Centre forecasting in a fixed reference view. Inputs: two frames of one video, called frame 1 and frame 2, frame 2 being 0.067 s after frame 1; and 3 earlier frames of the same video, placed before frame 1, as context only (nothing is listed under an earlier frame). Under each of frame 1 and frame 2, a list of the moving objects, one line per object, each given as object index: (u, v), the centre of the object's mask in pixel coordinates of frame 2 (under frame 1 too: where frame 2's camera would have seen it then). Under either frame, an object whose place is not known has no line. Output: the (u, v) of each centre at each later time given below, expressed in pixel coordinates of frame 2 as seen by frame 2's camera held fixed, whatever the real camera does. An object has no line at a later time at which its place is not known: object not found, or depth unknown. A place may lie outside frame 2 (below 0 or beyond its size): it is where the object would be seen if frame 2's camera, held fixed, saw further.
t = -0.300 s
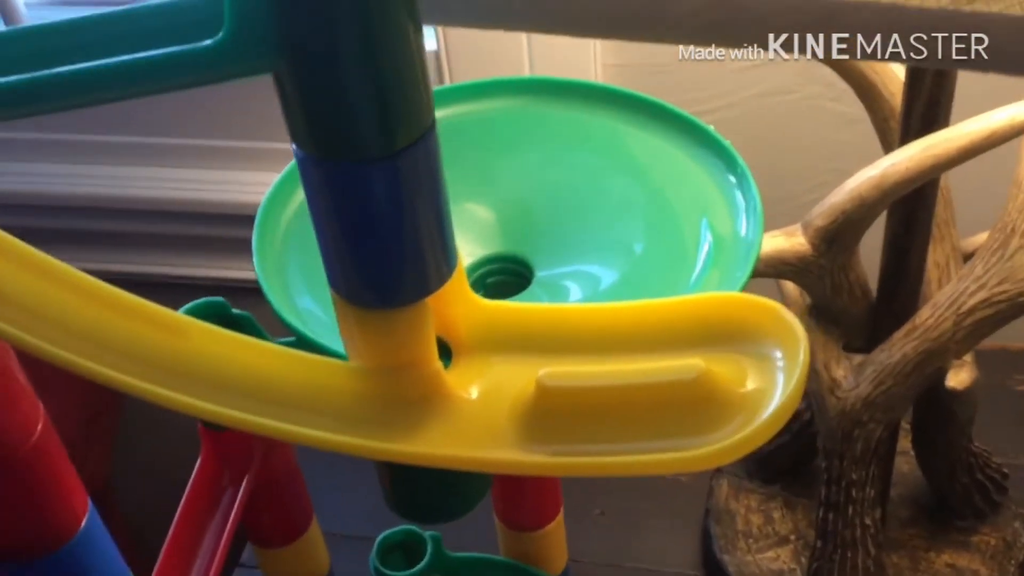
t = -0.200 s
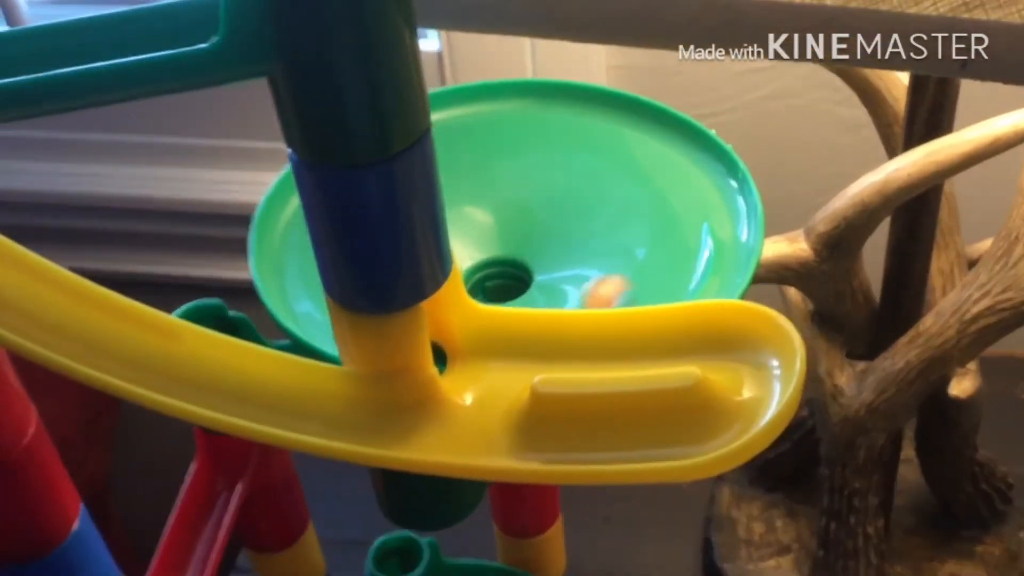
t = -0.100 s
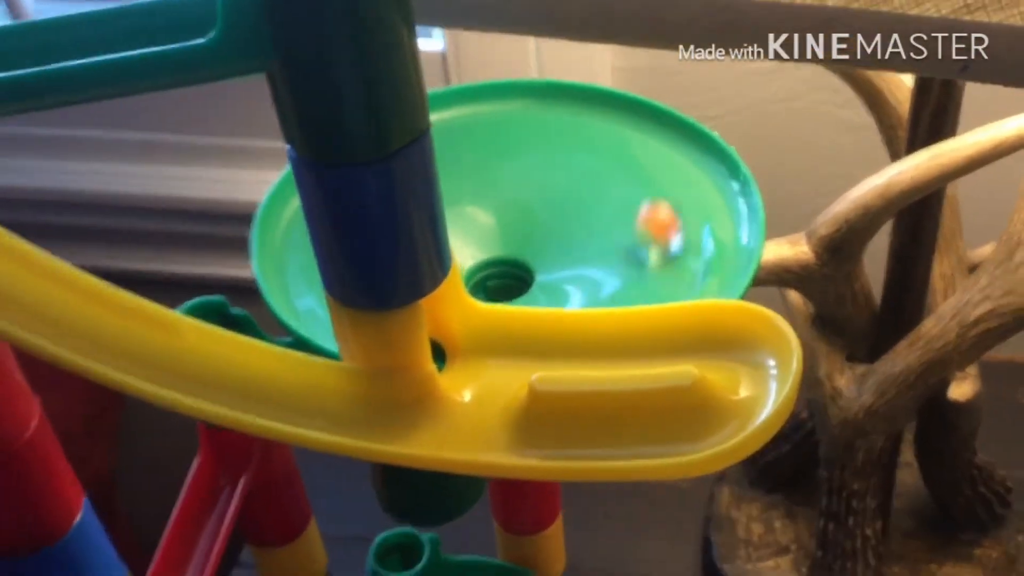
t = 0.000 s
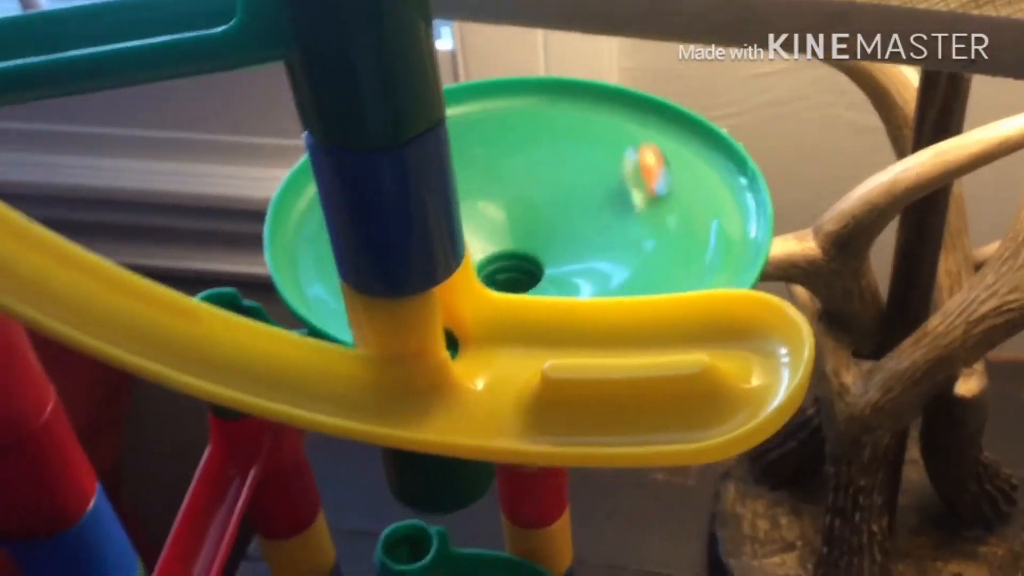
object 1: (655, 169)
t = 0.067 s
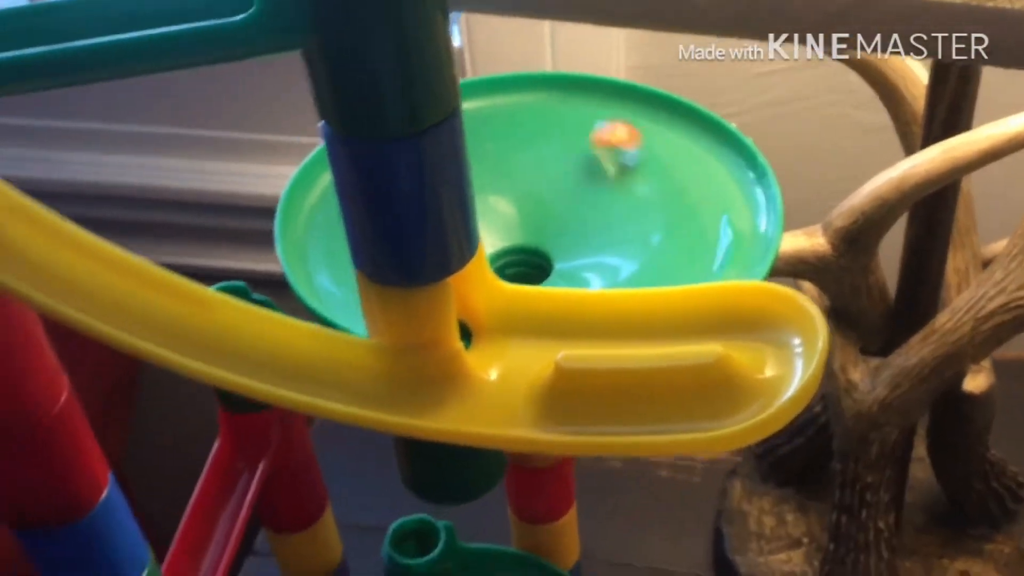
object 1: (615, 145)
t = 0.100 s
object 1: (587, 138)
